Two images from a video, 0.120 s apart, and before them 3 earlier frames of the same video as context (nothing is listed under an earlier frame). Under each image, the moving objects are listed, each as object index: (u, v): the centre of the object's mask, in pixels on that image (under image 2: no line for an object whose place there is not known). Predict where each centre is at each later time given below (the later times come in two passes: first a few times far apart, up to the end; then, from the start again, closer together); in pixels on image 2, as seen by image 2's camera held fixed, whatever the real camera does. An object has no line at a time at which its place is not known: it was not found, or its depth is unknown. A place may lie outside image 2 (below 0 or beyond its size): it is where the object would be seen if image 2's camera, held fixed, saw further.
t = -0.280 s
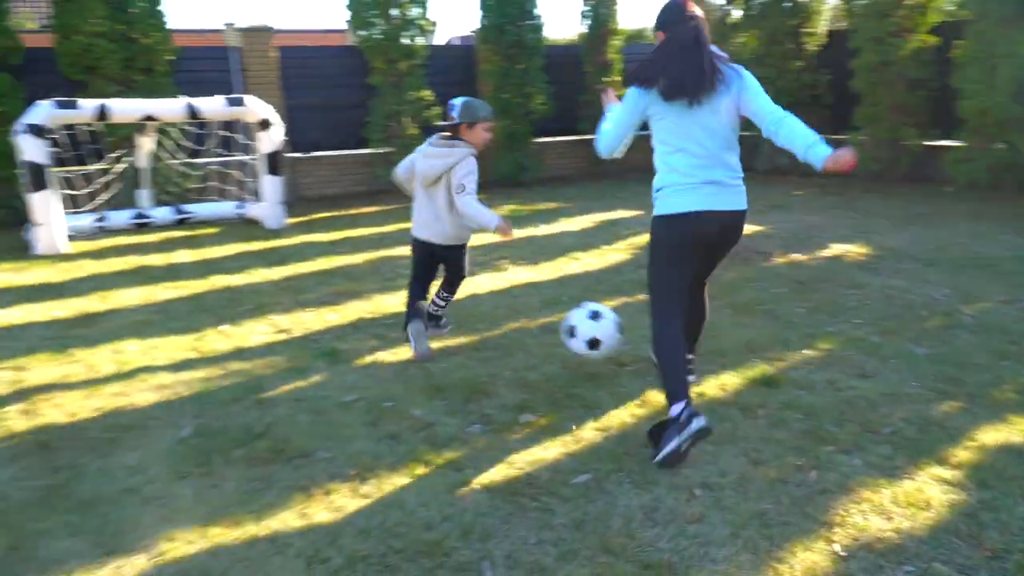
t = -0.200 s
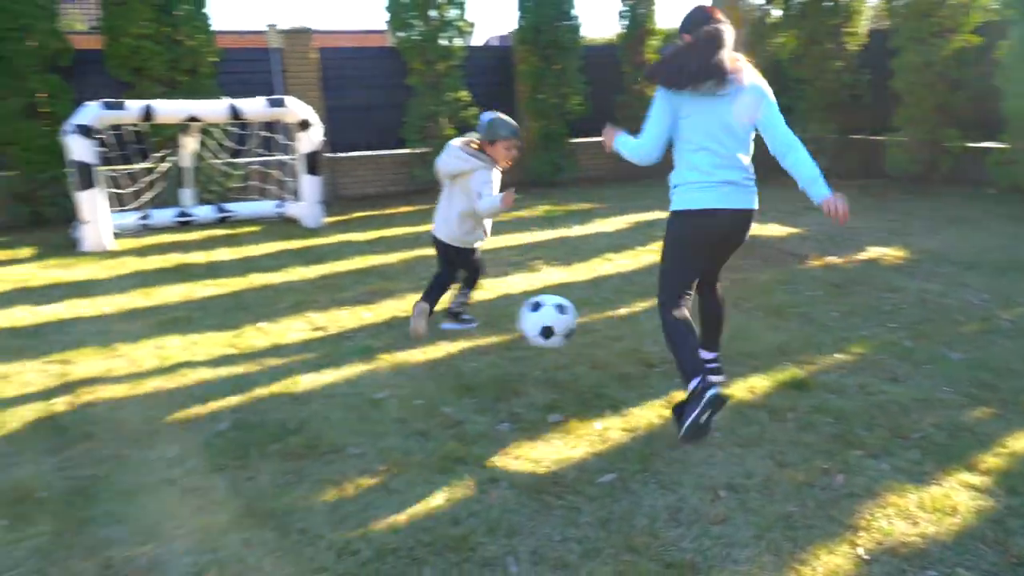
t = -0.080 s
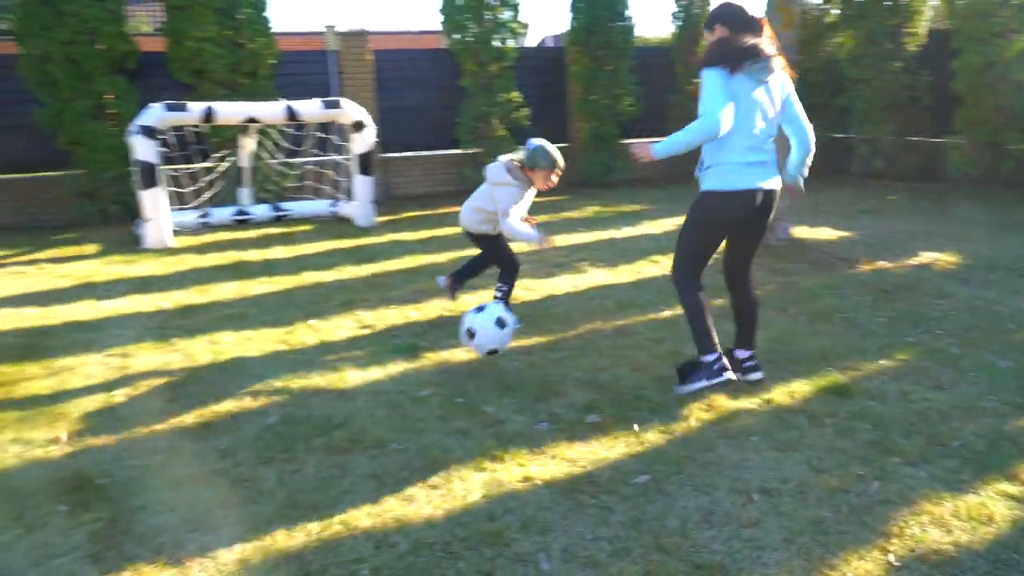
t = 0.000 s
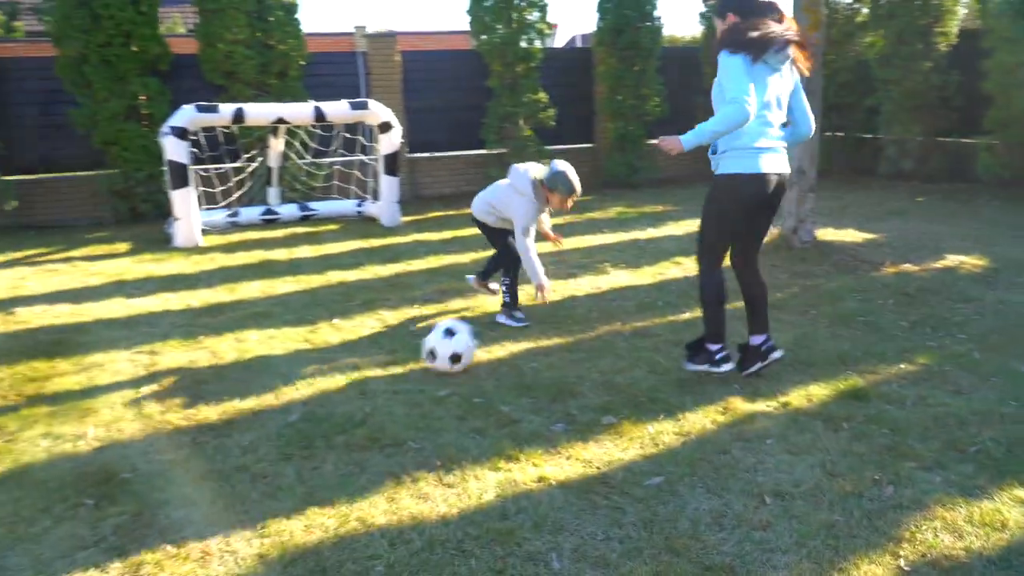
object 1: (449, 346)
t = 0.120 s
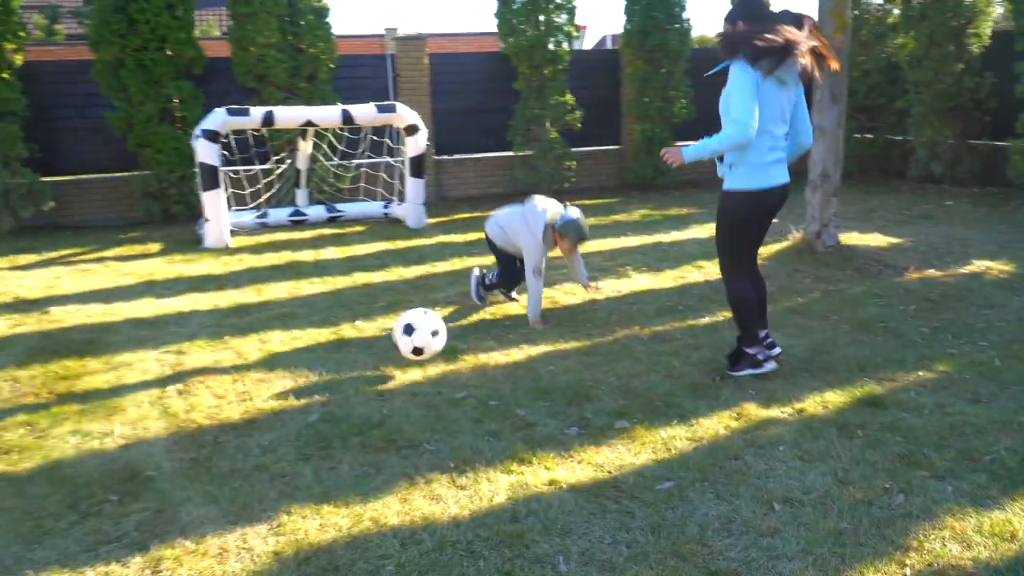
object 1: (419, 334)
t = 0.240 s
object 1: (379, 338)
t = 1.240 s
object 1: (152, 354)
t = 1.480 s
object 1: (124, 356)
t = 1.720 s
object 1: (106, 357)
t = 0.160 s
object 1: (405, 332)
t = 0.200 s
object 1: (391, 334)
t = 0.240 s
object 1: (379, 338)
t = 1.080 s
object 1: (176, 351)
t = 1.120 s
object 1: (170, 353)
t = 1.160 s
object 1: (164, 354)
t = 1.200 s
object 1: (158, 355)
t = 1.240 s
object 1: (152, 354)
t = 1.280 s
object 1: (146, 355)
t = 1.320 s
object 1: (141, 355)
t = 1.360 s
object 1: (136, 355)
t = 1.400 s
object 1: (132, 356)
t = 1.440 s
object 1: (128, 356)
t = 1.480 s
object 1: (124, 356)
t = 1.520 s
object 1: (121, 356)
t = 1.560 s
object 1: (118, 356)
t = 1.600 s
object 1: (114, 356)
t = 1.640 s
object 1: (111, 357)
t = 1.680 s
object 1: (109, 357)
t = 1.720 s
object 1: (106, 357)
